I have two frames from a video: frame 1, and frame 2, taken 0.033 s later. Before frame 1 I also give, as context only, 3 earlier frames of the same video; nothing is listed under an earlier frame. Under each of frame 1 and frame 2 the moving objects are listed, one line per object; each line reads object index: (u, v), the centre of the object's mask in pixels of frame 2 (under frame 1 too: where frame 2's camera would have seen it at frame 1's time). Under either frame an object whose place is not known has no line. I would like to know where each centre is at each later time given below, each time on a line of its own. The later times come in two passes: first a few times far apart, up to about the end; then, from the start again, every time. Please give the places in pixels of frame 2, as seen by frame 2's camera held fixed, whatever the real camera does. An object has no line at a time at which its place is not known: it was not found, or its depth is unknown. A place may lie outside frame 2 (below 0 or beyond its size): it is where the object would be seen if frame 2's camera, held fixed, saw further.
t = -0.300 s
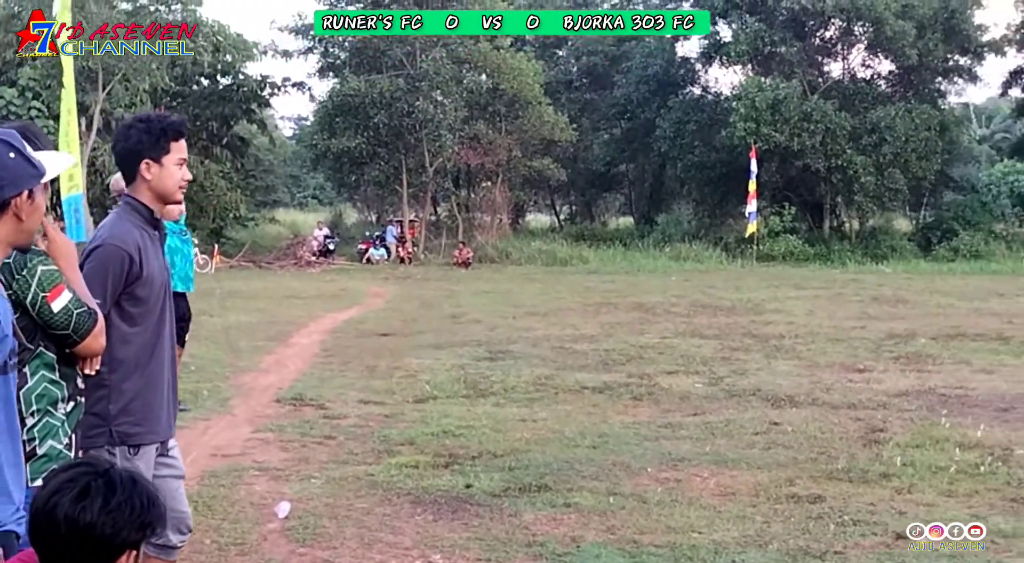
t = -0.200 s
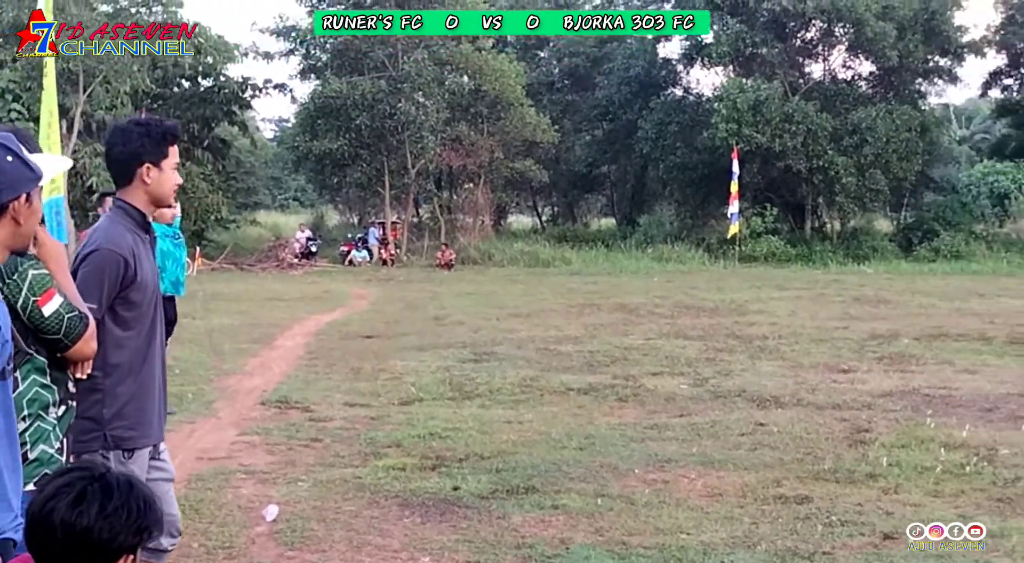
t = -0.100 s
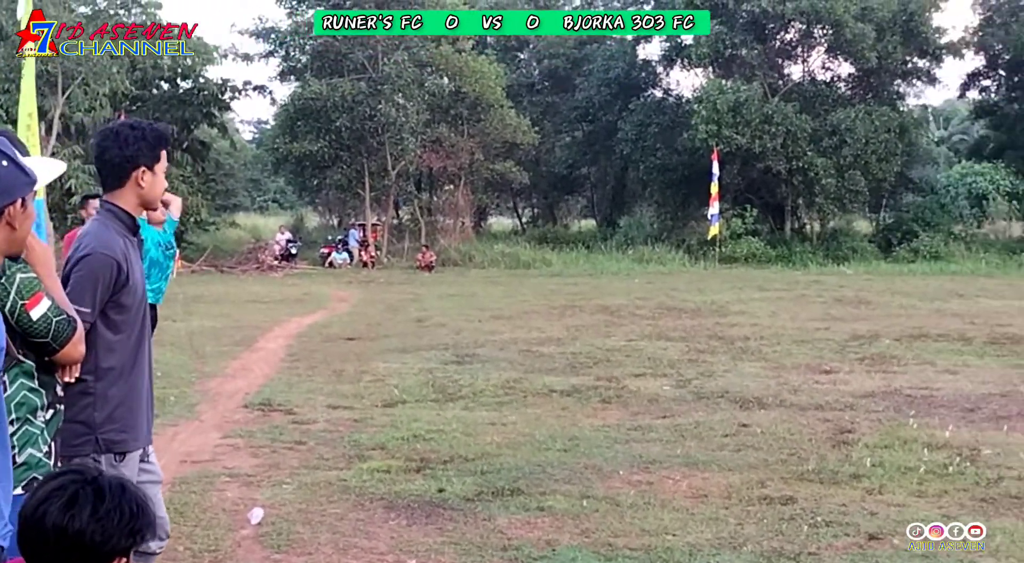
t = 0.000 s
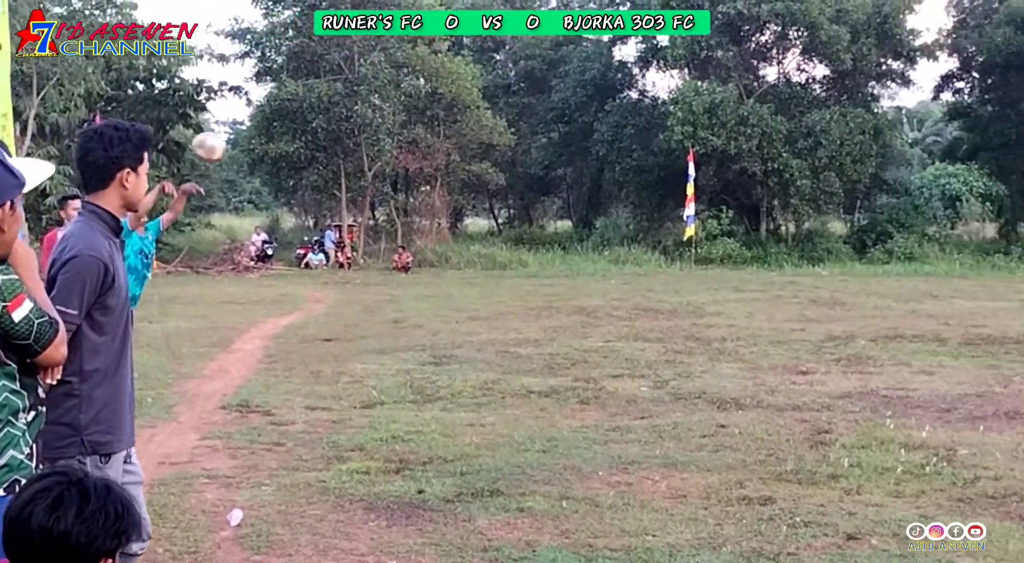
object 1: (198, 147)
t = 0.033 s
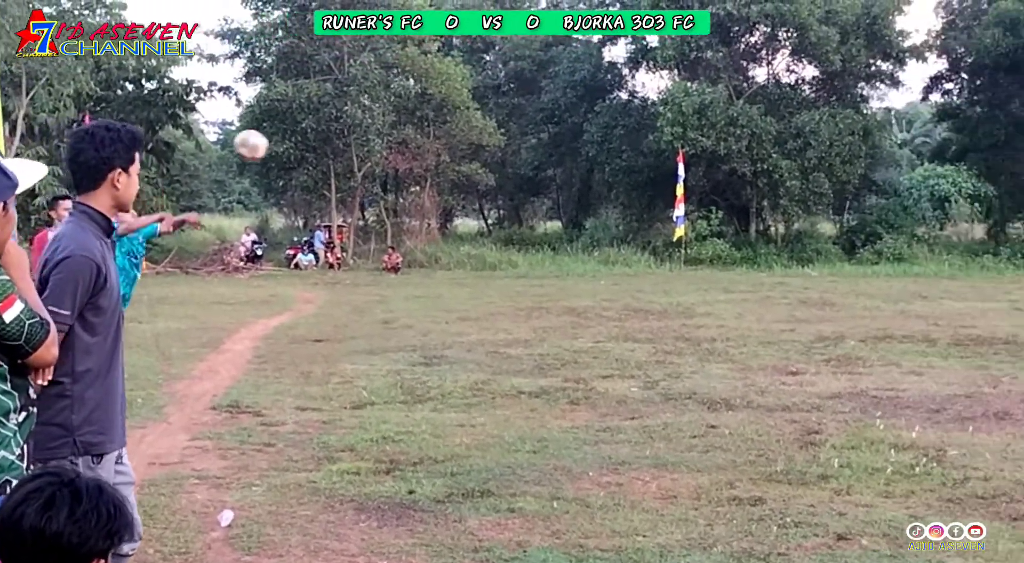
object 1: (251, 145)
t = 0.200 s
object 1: (529, 161)
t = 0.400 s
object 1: (917, 249)
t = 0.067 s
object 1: (304, 145)
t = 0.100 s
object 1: (359, 146)
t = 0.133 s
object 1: (415, 149)
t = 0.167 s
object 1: (471, 154)
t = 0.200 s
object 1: (529, 161)
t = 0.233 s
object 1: (588, 170)
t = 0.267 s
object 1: (649, 182)
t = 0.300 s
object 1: (712, 194)
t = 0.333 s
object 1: (777, 211)
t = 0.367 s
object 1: (846, 229)
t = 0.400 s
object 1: (917, 249)
